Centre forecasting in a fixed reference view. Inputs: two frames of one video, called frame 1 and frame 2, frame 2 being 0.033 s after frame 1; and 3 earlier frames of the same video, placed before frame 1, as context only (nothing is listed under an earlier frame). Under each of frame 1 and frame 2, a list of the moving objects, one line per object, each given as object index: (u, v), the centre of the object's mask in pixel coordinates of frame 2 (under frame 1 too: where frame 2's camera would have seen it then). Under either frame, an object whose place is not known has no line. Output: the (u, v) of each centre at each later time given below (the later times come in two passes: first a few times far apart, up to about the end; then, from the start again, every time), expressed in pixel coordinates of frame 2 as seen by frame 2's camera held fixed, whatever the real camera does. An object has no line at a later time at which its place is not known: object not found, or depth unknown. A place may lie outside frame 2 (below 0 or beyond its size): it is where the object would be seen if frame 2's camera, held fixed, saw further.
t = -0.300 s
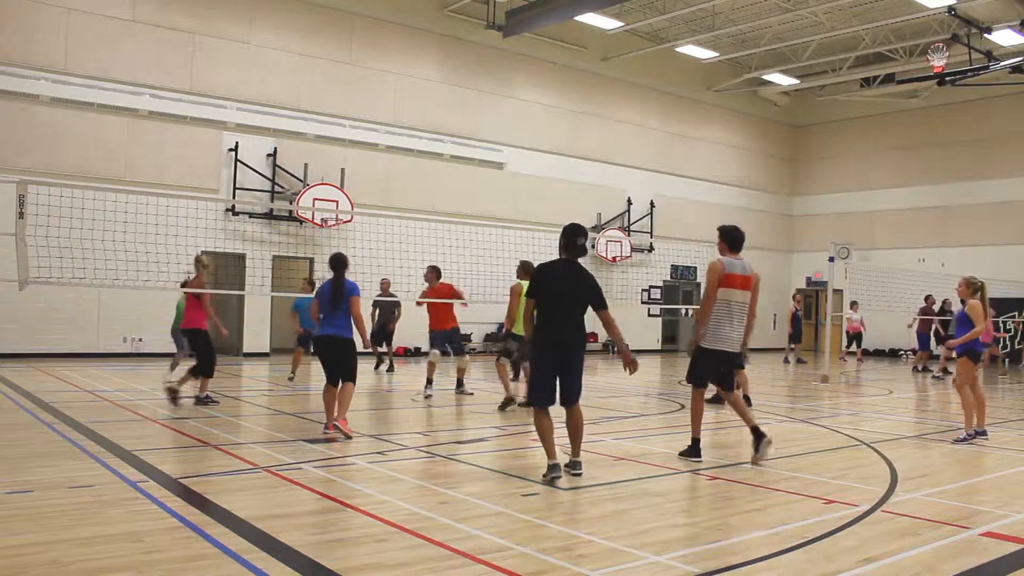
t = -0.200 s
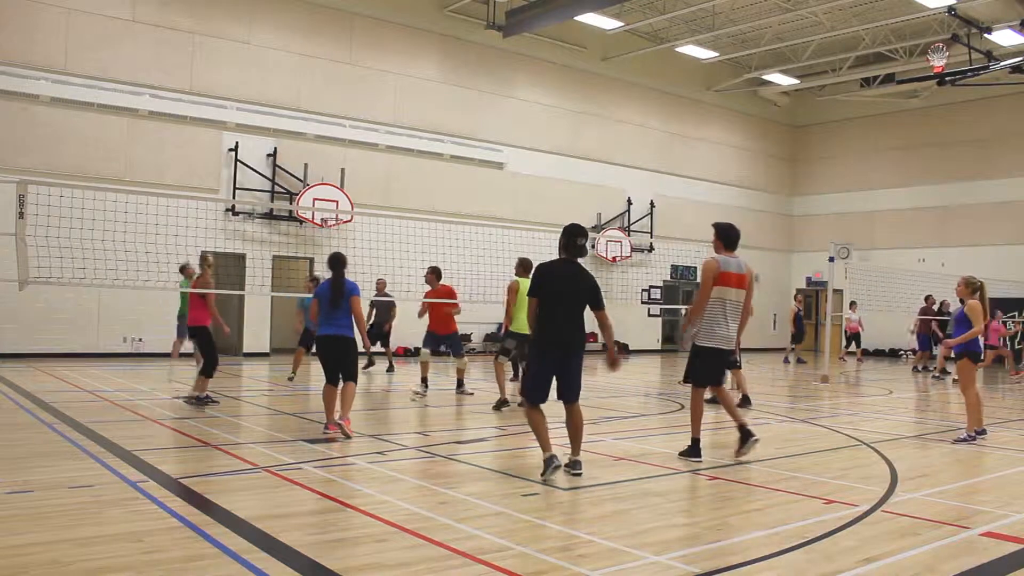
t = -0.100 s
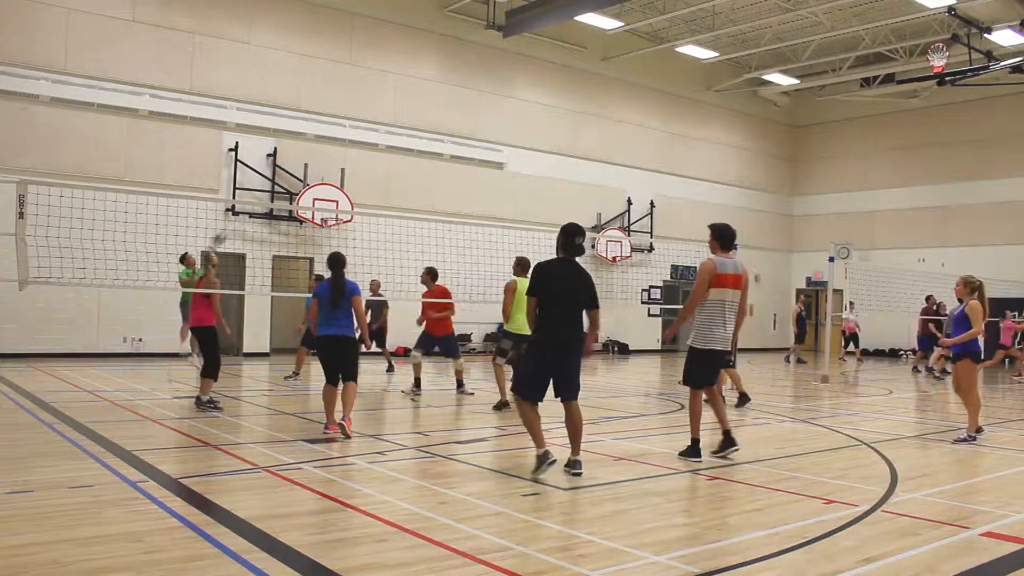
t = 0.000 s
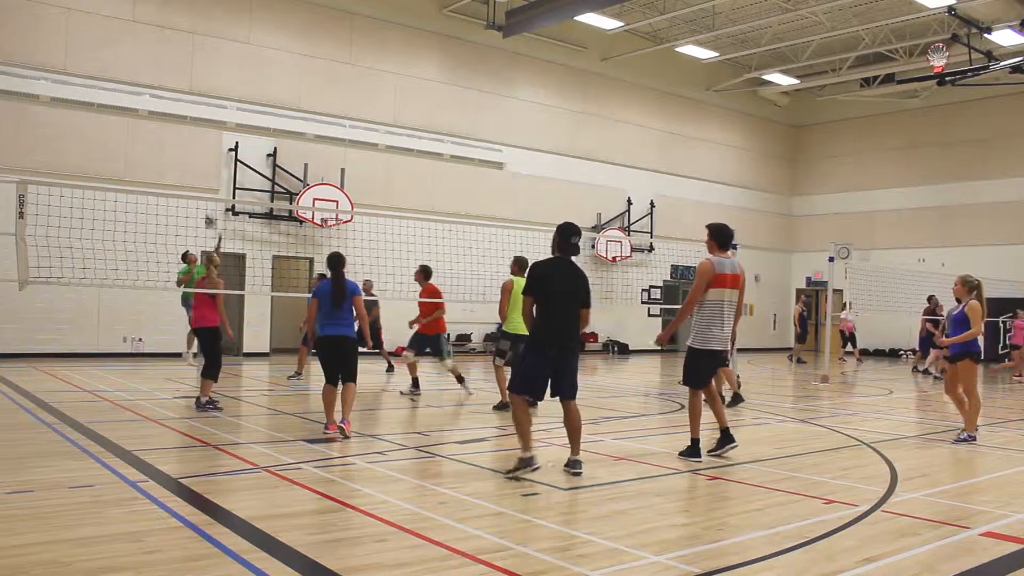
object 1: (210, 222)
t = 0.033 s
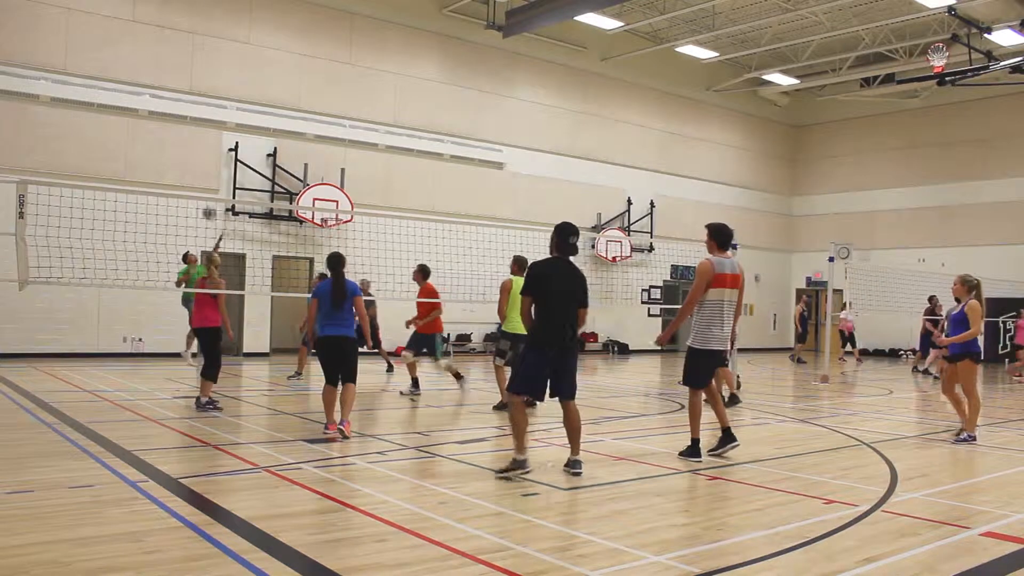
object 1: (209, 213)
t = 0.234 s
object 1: (202, 177)
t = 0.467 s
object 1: (192, 166)
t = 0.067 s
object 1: (208, 206)
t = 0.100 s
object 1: (206, 198)
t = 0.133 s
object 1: (206, 192)
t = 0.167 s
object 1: (204, 187)
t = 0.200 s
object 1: (203, 181)
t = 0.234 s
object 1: (202, 177)
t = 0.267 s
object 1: (201, 173)
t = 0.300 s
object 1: (199, 170)
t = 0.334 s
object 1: (199, 168)
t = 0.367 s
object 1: (197, 166)
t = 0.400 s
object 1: (195, 165)
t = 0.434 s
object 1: (194, 166)
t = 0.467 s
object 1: (192, 166)
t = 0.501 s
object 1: (191, 167)
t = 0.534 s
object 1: (189, 169)
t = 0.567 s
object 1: (188, 172)
